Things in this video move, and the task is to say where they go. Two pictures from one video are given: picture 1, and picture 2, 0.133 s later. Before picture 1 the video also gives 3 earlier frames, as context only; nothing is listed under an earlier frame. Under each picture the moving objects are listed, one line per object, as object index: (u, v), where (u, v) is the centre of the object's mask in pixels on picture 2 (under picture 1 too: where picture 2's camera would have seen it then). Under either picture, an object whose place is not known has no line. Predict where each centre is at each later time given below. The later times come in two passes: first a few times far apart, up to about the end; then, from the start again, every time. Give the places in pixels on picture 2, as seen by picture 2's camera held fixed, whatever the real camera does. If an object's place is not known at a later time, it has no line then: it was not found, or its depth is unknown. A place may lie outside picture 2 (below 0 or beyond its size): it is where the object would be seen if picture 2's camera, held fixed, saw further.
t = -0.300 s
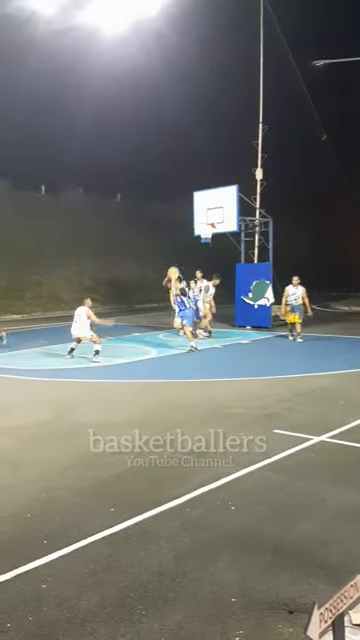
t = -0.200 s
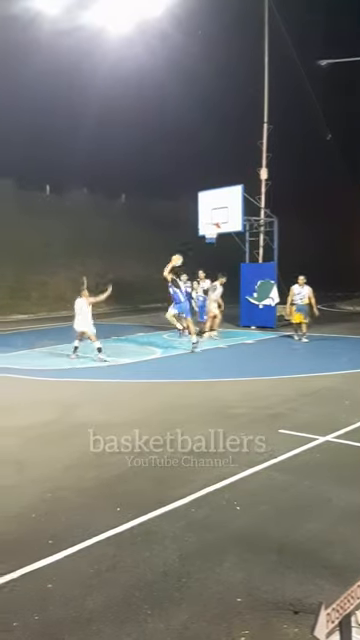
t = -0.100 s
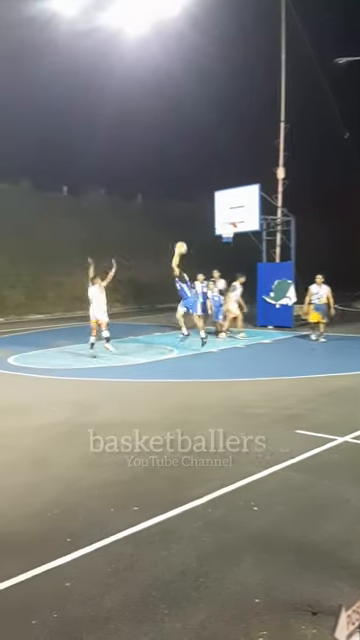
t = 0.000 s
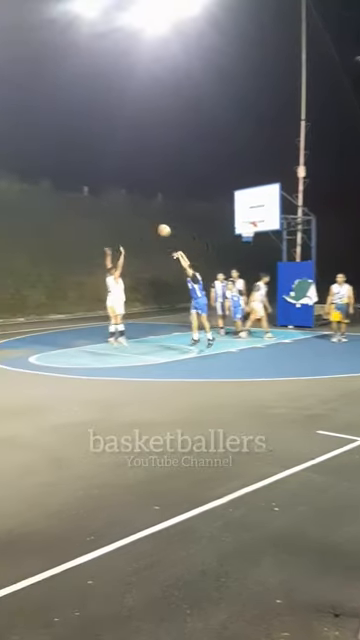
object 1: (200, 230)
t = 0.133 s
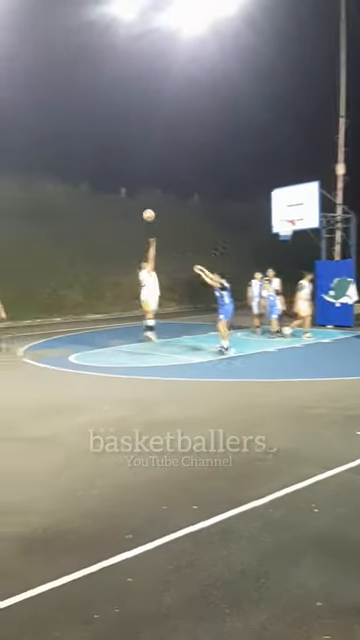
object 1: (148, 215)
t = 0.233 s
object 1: (110, 209)
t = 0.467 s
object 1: (26, 216)
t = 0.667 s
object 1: (-43, 243)
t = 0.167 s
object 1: (135, 212)
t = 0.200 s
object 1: (123, 211)
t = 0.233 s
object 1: (110, 209)
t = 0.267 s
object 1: (98, 208)
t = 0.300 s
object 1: (86, 209)
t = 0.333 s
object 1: (74, 209)
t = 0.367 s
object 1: (62, 210)
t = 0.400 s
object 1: (49, 211)
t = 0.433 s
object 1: (38, 214)
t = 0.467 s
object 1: (26, 216)
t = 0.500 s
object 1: (15, 220)
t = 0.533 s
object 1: (3, 223)
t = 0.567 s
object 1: (-9, 227)
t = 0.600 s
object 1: (-20, 232)
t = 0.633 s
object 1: (-32, 237)
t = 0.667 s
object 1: (-43, 243)
